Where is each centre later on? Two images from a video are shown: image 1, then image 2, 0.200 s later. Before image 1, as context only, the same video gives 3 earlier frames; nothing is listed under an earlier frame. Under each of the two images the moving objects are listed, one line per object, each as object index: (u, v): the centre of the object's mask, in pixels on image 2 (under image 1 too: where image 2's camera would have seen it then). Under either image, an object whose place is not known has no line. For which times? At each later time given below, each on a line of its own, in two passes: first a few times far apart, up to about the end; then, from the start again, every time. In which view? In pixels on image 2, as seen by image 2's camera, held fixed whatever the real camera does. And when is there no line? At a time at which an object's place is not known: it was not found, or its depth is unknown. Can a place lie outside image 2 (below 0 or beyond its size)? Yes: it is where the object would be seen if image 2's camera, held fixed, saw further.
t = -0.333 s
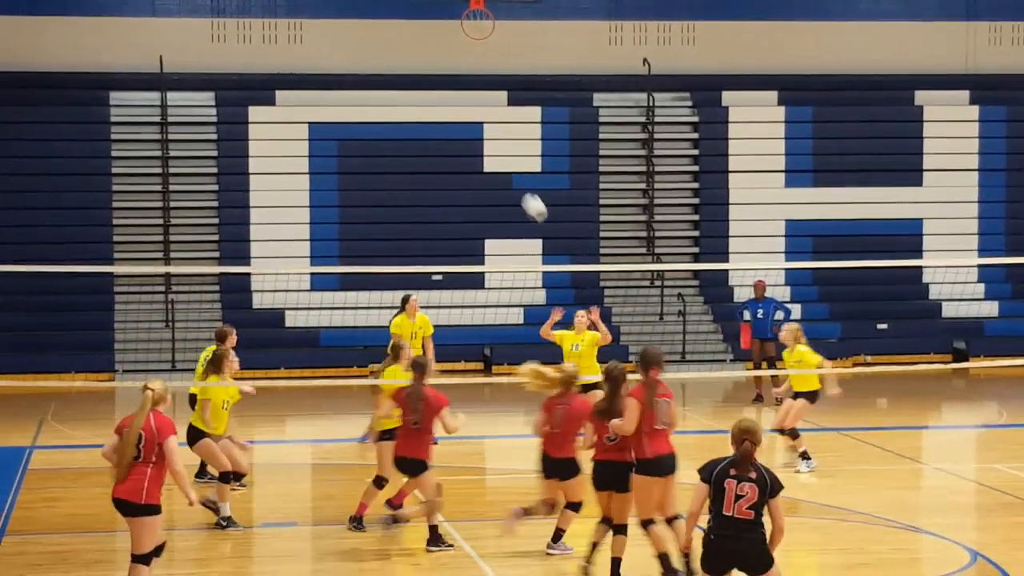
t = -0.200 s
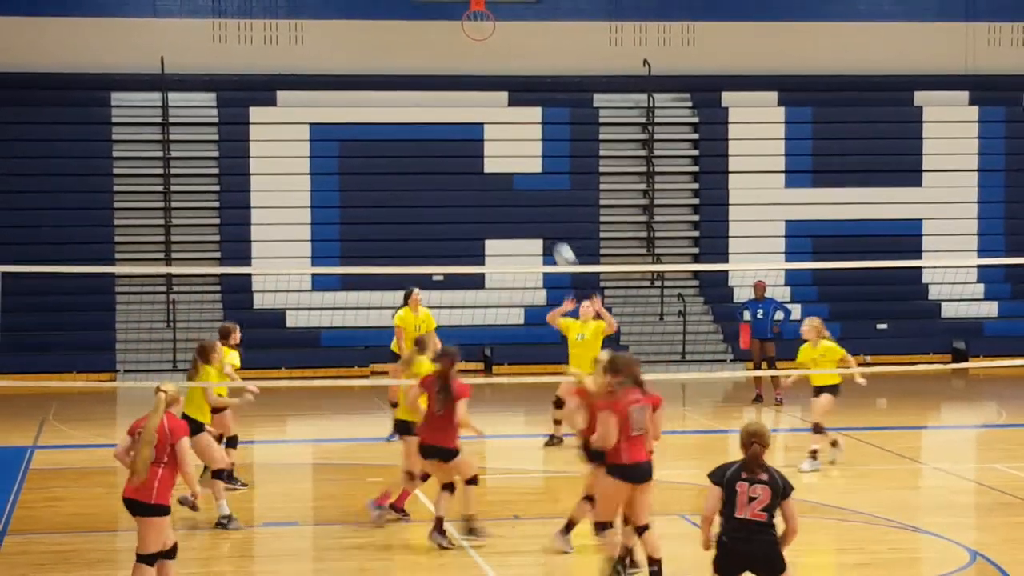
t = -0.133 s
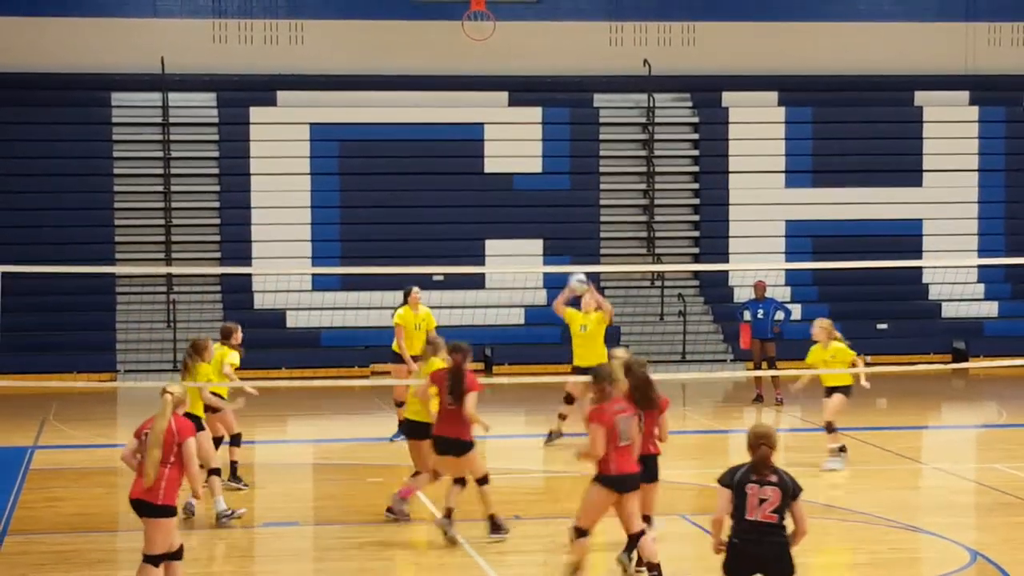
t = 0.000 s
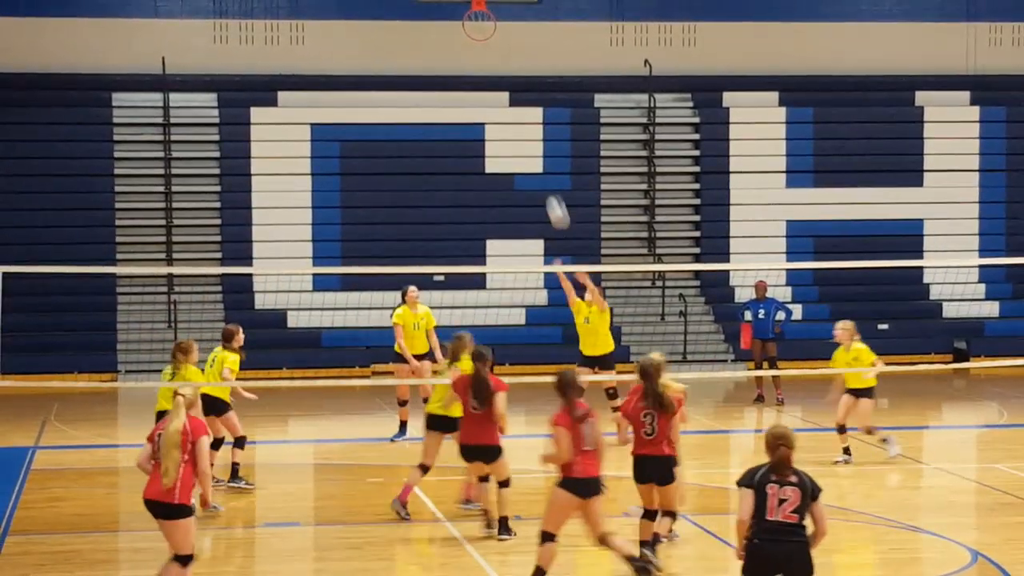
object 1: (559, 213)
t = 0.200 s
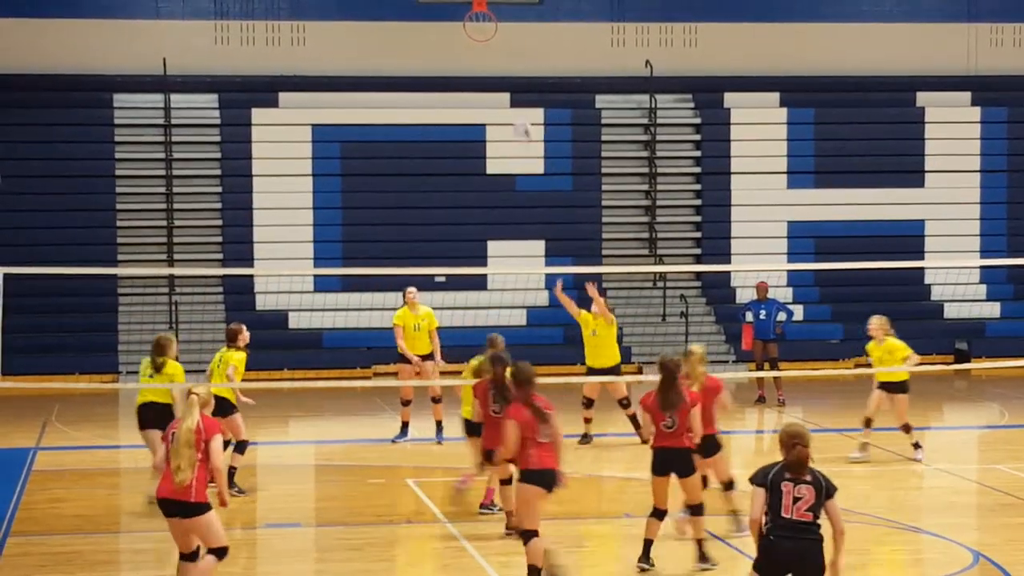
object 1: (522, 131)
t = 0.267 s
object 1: (508, 103)
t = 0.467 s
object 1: (463, 53)
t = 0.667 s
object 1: (415, 40)
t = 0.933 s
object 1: (351, 90)
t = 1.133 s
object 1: (302, 186)
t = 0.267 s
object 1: (508, 103)
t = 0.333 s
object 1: (493, 83)
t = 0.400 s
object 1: (478, 67)
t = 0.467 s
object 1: (463, 53)
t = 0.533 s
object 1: (448, 44)
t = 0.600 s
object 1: (431, 40)
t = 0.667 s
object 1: (415, 40)
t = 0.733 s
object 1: (399, 46)
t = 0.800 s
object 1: (384, 55)
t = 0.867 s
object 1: (366, 74)
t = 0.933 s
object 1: (351, 90)
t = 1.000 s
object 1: (333, 120)
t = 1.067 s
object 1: (319, 148)
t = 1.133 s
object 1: (302, 186)
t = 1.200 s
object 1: (284, 228)
